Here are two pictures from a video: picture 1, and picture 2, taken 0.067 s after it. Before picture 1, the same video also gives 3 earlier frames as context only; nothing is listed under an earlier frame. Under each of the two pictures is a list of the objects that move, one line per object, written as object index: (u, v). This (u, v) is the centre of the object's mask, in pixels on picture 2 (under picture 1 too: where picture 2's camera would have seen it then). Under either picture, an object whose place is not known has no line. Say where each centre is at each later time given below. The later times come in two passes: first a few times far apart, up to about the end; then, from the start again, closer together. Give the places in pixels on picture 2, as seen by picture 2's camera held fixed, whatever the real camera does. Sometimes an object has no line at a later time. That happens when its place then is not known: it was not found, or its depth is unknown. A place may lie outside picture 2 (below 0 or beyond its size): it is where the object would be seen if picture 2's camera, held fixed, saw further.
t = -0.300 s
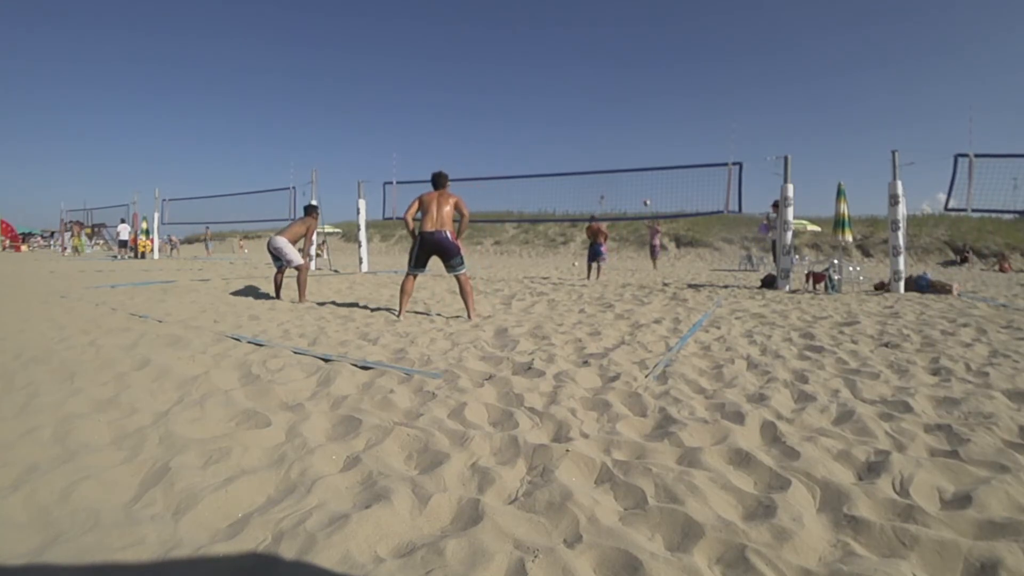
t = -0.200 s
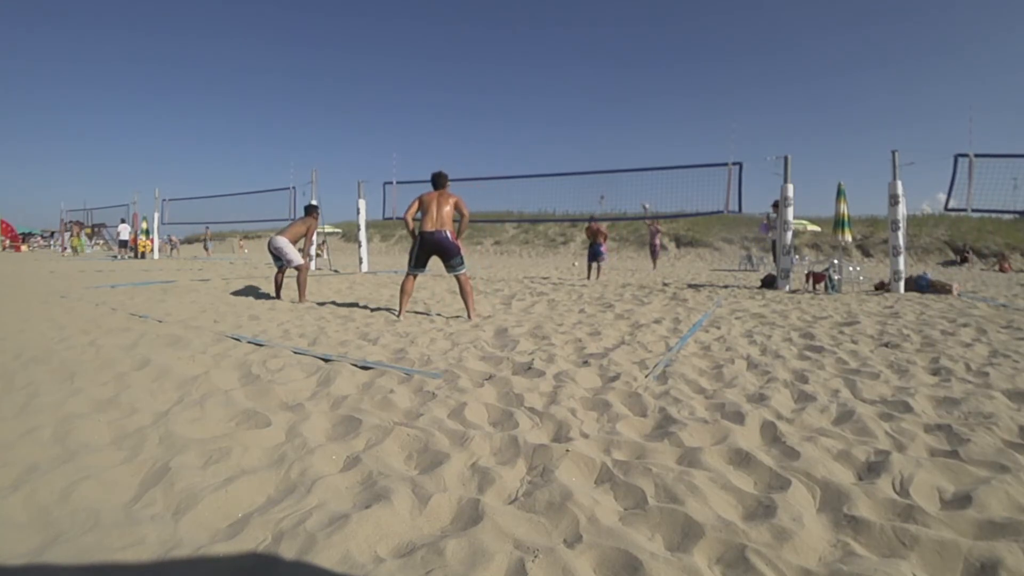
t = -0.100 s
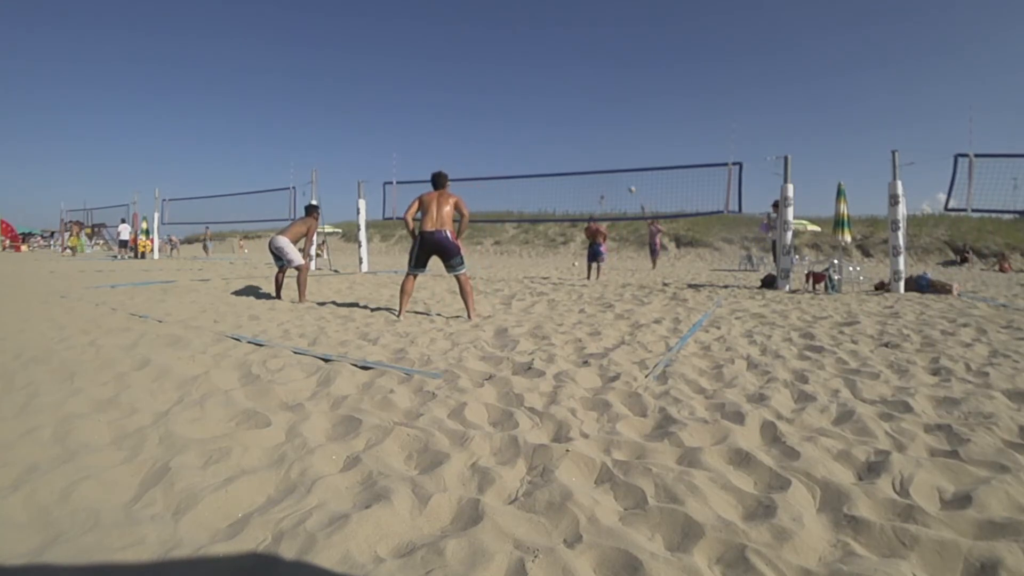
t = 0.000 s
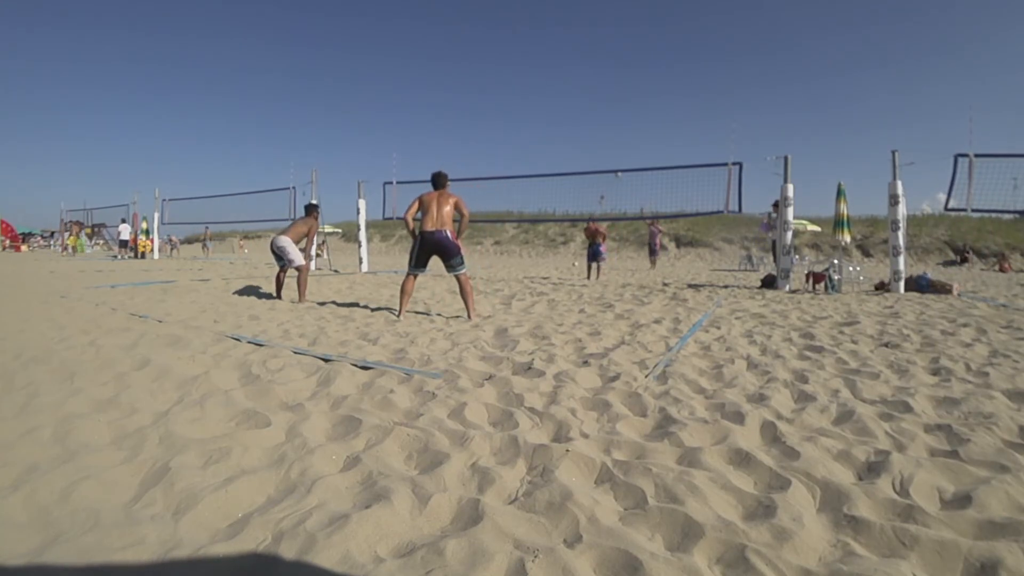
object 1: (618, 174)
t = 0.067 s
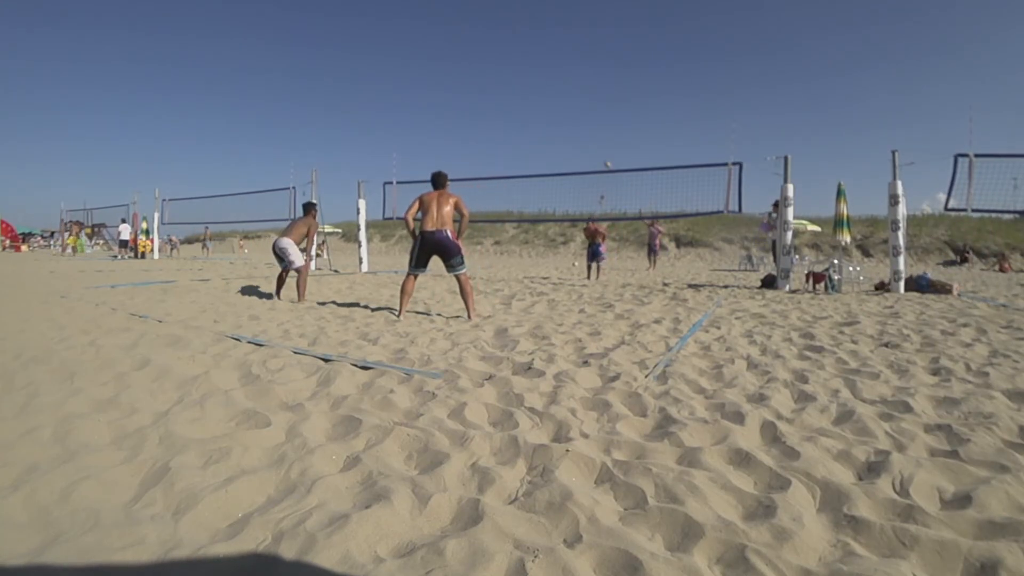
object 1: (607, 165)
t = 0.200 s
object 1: (586, 148)
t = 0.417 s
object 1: (549, 131)
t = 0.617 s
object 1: (511, 128)
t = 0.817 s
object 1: (468, 143)
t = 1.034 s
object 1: (416, 183)
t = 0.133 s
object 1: (597, 156)
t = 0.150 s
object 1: (594, 154)
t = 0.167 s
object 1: (592, 152)
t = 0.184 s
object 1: (589, 150)
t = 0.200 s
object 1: (586, 148)
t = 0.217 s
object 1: (584, 146)
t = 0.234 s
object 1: (581, 144)
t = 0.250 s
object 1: (578, 143)
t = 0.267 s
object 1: (575, 141)
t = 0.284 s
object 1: (572, 140)
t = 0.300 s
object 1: (569, 139)
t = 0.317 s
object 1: (567, 137)
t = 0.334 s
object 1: (564, 136)
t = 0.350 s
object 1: (561, 135)
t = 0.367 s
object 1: (558, 134)
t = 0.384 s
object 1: (555, 133)
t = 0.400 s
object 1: (552, 132)
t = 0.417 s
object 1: (549, 131)
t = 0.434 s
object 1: (546, 130)
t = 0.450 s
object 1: (543, 129)
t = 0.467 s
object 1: (540, 129)
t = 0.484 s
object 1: (537, 128)
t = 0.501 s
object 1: (534, 128)
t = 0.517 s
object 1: (531, 127)
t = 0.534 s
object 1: (527, 127)
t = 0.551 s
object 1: (524, 127)
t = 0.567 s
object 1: (521, 127)
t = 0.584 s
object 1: (517, 127)
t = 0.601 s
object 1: (514, 128)
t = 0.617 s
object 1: (511, 128)
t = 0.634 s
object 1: (507, 129)
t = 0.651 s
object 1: (504, 129)
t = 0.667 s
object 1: (501, 130)
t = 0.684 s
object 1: (497, 131)
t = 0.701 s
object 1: (494, 132)
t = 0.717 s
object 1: (490, 133)
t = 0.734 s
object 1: (487, 134)
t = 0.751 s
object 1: (483, 136)
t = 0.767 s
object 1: (479, 137)
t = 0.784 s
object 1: (475, 139)
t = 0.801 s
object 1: (472, 141)
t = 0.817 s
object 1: (468, 143)
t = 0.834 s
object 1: (464, 145)
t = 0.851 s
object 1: (460, 147)
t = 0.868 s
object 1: (456, 150)
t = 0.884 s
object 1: (452, 152)
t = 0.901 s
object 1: (448, 155)
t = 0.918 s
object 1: (445, 158)
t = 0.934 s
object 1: (441, 161)
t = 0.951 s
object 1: (437, 164)
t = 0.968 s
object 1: (433, 167)
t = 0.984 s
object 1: (428, 171)
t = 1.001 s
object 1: (424, 175)
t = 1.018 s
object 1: (421, 179)
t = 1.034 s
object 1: (416, 183)
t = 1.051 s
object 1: (412, 188)
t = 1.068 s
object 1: (408, 193)
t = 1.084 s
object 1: (403, 198)
